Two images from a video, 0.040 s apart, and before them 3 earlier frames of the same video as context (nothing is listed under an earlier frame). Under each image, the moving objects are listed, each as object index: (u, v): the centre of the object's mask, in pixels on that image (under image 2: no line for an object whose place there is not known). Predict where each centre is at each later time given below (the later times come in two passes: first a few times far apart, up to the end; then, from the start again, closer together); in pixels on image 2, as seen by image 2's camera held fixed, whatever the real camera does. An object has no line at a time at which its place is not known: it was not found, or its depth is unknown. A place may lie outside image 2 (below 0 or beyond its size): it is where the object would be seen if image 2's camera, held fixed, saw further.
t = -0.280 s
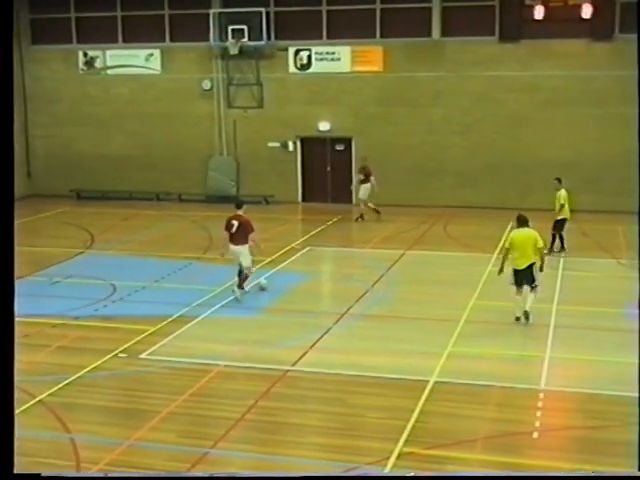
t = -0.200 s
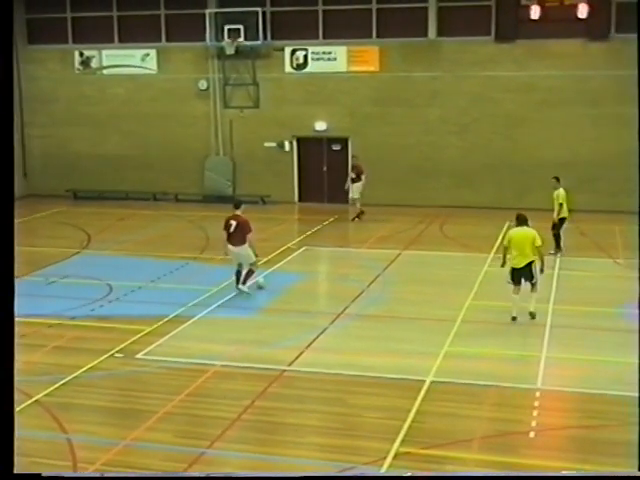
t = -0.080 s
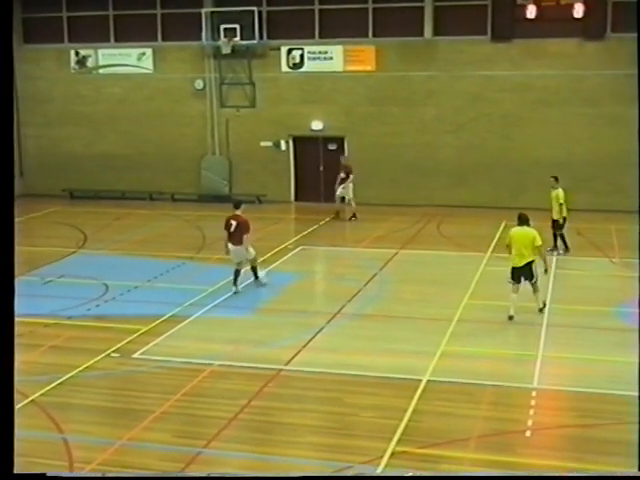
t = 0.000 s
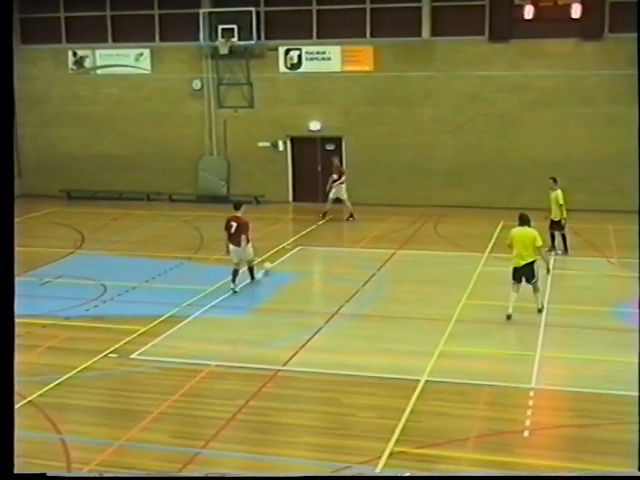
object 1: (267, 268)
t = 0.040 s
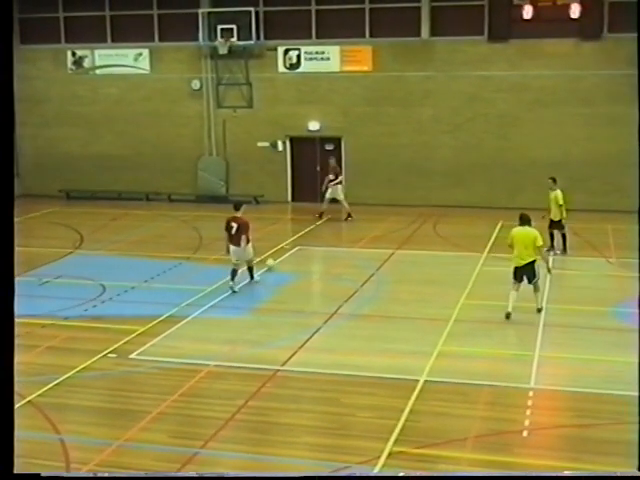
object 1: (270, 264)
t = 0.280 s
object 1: (288, 246)
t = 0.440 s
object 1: (296, 236)
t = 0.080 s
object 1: (274, 261)
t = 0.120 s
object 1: (276, 258)
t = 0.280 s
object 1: (288, 246)
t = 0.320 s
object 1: (290, 244)
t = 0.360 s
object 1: (293, 242)
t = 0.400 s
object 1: (294, 238)
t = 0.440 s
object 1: (296, 236)
